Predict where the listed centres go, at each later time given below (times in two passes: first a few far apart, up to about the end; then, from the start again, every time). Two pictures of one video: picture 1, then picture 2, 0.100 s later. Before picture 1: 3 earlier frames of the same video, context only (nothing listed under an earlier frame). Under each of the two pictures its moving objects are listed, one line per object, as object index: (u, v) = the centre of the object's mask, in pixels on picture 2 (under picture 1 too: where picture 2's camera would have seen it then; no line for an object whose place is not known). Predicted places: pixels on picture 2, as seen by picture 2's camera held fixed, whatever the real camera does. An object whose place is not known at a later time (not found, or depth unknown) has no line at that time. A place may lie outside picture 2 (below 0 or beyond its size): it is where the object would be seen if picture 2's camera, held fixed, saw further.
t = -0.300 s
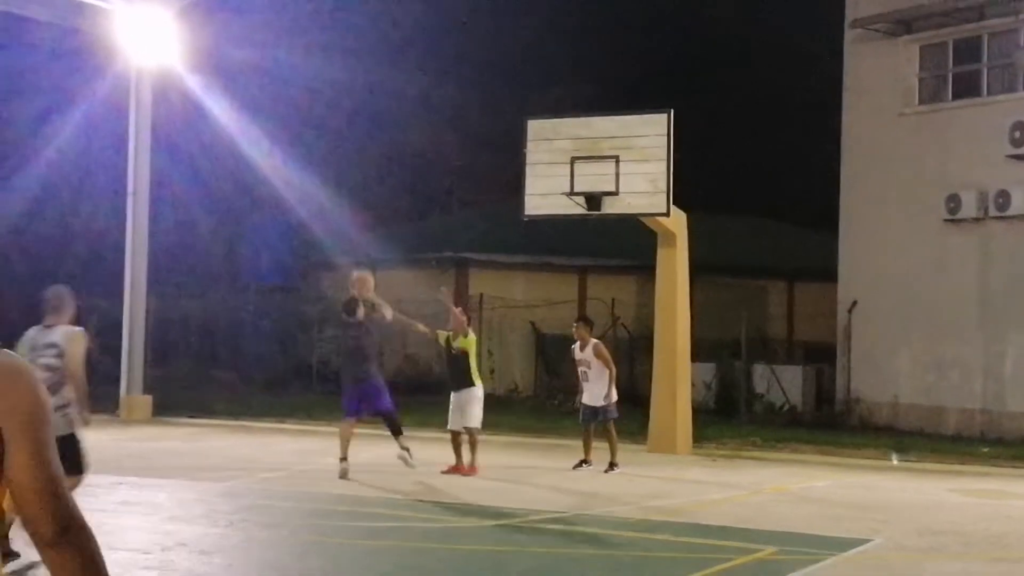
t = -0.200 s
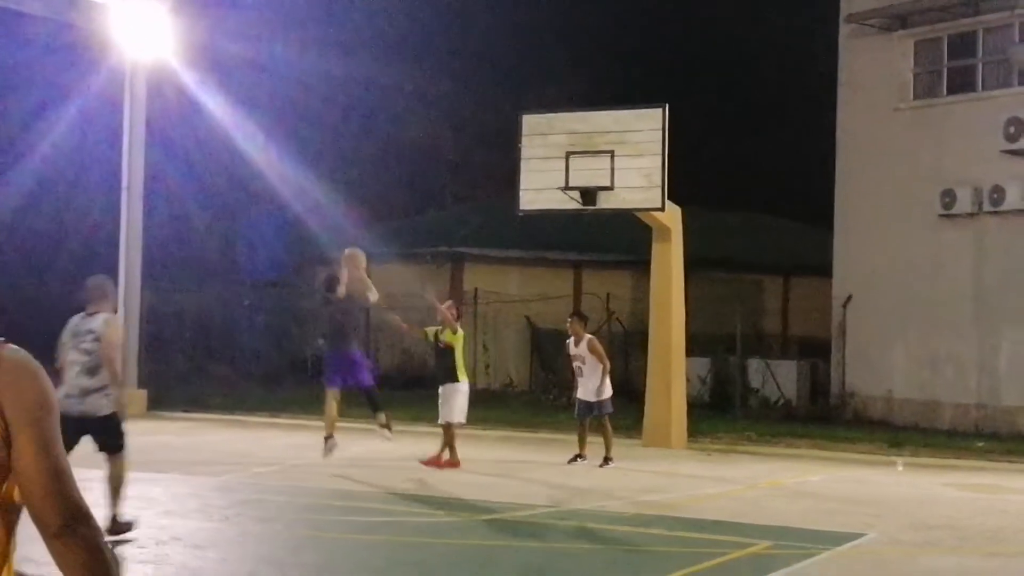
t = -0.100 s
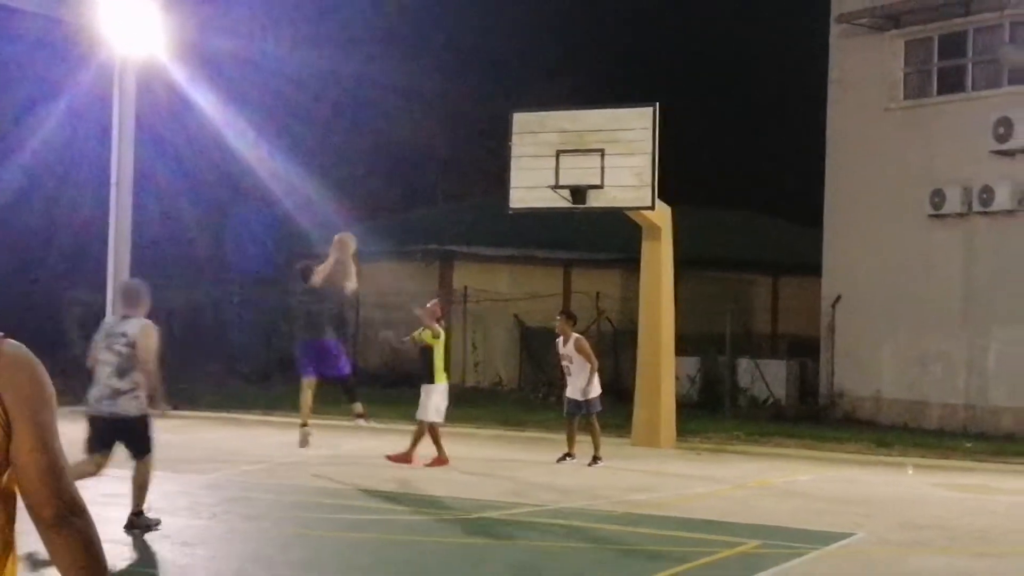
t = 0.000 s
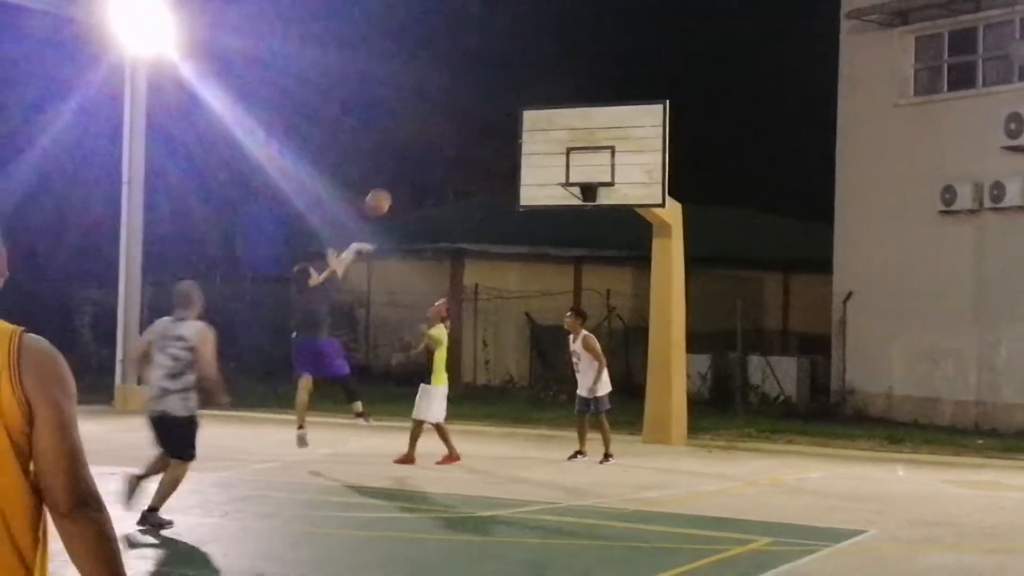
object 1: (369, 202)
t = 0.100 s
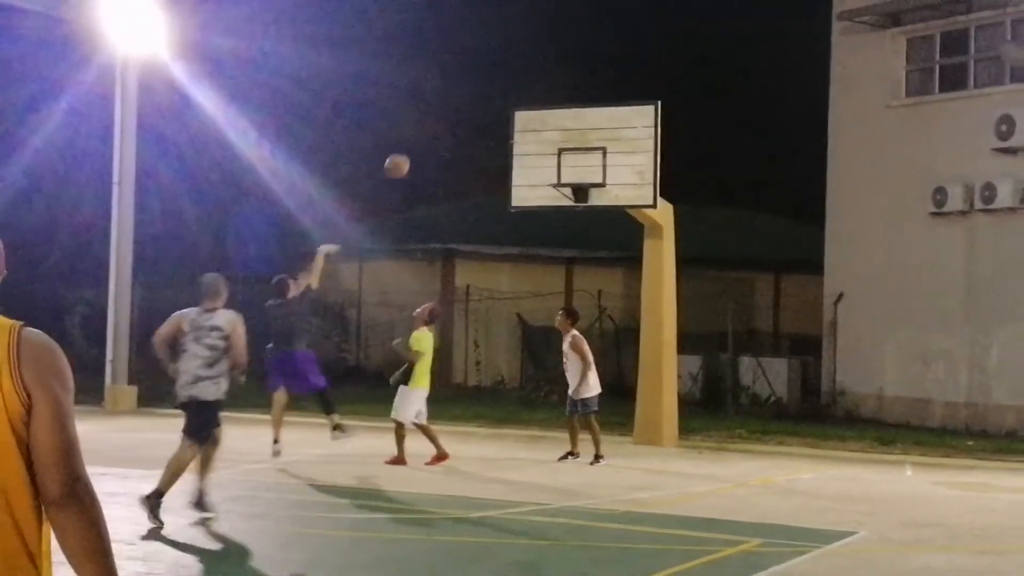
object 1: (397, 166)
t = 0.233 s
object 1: (433, 132)
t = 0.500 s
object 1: (499, 117)
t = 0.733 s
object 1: (552, 158)
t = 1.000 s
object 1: (587, 143)
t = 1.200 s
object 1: (609, 139)
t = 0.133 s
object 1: (406, 156)
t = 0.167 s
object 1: (415, 147)
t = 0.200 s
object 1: (423, 139)
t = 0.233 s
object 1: (433, 132)
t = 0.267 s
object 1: (441, 127)
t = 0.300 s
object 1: (450, 123)
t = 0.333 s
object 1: (458, 119)
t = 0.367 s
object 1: (466, 117)
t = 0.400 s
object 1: (474, 116)
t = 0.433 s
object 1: (482, 115)
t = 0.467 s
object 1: (490, 116)
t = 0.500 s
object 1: (499, 117)
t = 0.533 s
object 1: (506, 120)
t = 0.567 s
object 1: (513, 125)
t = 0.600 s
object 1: (520, 129)
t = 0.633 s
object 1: (530, 135)
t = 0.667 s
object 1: (535, 141)
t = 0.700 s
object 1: (545, 150)
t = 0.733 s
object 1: (552, 158)
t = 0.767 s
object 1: (557, 166)
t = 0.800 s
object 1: (566, 176)
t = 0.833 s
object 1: (569, 173)
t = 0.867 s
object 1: (573, 164)
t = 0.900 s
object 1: (577, 157)
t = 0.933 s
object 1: (580, 151)
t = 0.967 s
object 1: (583, 147)
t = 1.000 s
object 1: (587, 143)
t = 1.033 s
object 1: (590, 139)
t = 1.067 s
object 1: (595, 137)
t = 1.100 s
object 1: (598, 137)
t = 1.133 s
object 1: (602, 137)
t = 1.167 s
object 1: (605, 138)
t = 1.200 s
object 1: (609, 139)
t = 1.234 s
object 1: (612, 143)
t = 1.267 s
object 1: (615, 146)
